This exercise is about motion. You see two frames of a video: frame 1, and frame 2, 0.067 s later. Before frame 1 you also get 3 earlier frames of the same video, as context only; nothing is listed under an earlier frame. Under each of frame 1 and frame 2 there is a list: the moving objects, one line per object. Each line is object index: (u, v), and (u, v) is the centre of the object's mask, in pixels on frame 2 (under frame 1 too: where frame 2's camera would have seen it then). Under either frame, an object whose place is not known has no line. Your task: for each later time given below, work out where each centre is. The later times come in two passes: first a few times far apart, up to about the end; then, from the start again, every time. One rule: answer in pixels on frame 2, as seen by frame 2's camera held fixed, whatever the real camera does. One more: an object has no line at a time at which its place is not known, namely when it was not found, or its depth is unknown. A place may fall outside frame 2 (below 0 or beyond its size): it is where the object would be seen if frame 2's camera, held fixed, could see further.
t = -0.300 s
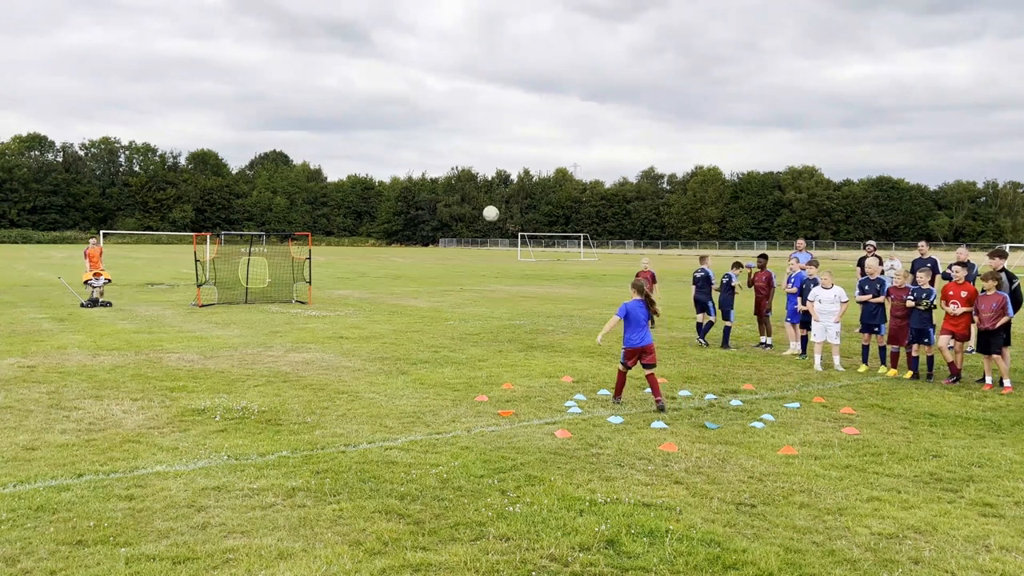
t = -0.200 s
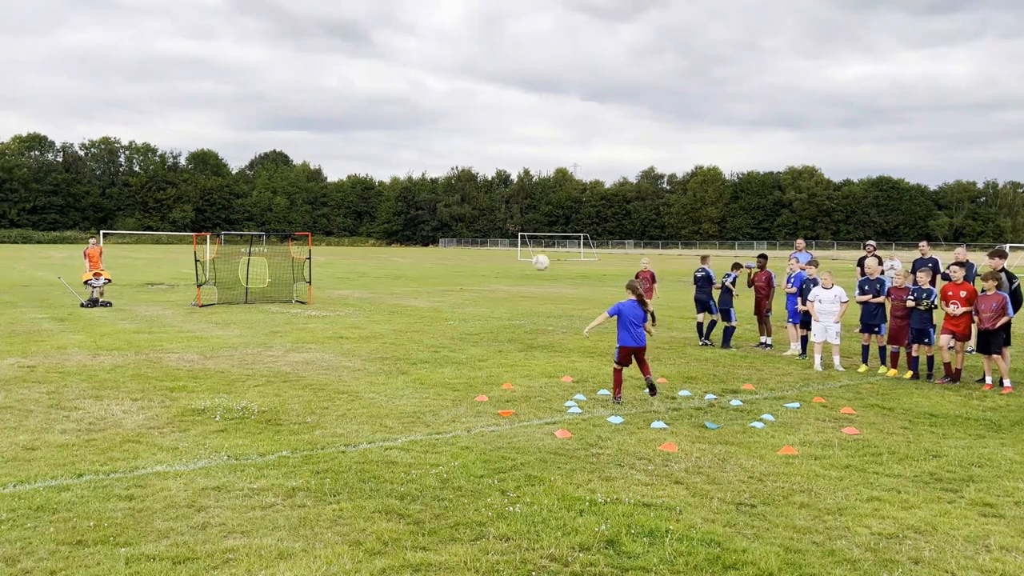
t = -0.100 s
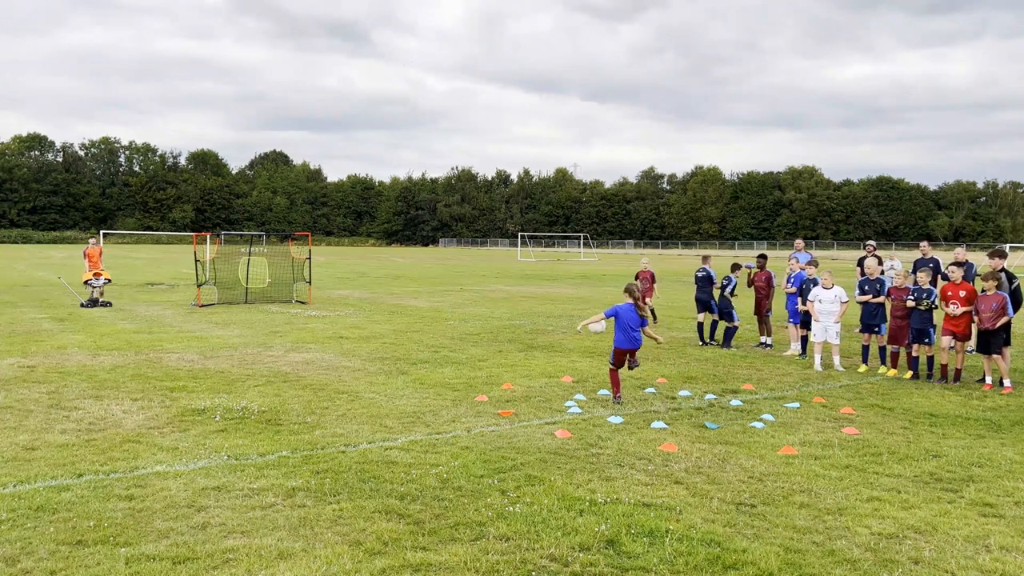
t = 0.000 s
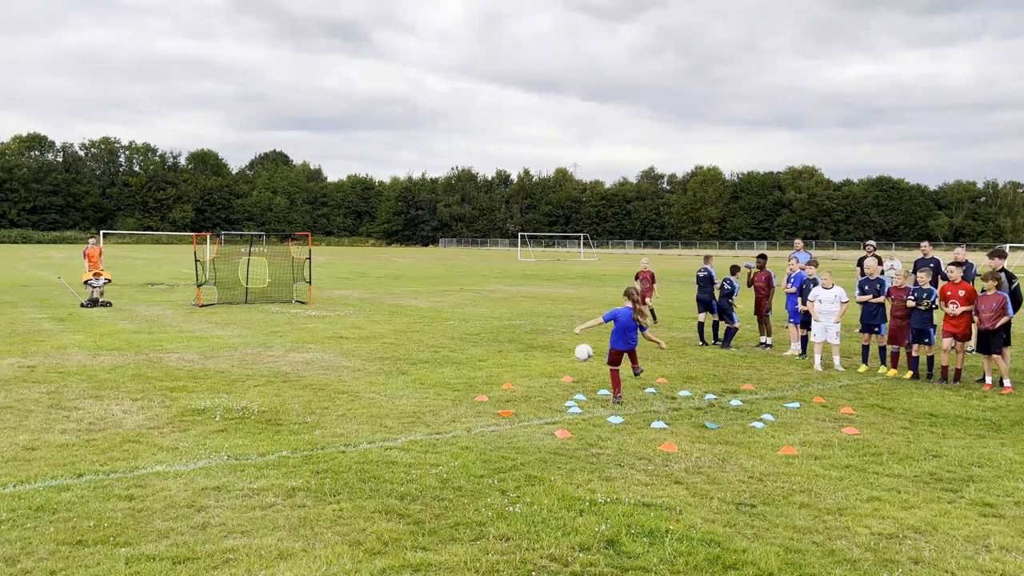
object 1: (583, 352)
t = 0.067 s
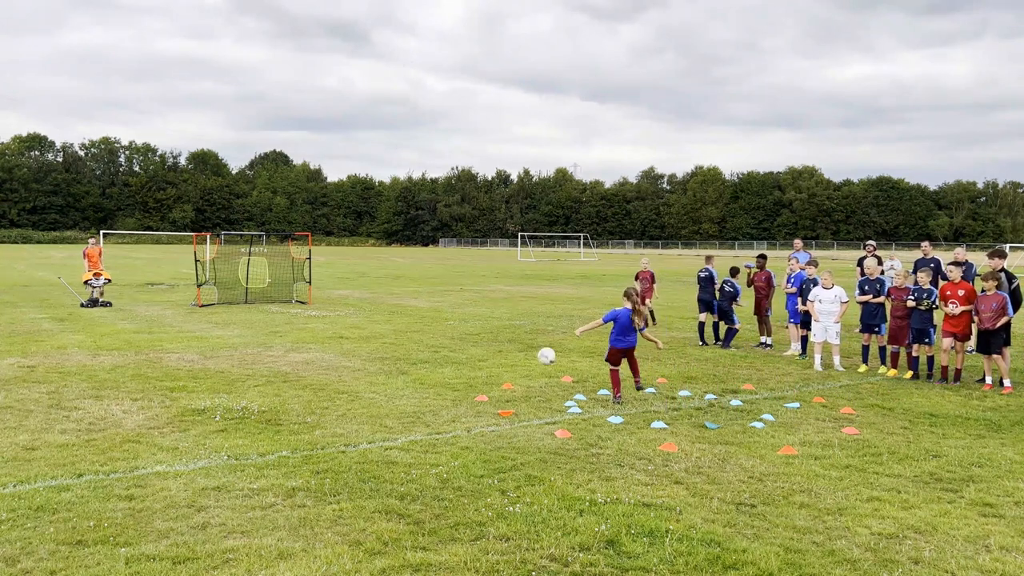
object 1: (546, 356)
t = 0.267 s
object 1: (445, 377)
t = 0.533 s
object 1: (355, 365)
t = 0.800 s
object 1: (273, 362)
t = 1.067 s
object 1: (200, 364)
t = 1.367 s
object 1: (126, 359)
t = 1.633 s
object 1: (69, 355)
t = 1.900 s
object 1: (19, 353)
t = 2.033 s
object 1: (3, 352)
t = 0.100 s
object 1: (527, 359)
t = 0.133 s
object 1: (509, 363)
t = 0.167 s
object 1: (491, 368)
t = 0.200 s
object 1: (474, 374)
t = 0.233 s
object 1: (457, 380)
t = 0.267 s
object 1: (445, 377)
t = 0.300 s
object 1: (433, 371)
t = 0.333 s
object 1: (421, 368)
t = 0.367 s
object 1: (410, 365)
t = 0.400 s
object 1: (399, 363)
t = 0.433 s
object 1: (388, 362)
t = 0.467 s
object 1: (377, 362)
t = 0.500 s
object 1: (365, 363)
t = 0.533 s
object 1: (355, 365)
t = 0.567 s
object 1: (344, 368)
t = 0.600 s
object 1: (333, 371)
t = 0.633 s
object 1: (323, 372)
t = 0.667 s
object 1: (312, 369)
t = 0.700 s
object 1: (302, 365)
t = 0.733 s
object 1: (292, 364)
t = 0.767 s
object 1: (283, 363)
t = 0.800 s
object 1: (273, 362)
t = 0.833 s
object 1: (261, 360)
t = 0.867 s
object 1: (253, 363)
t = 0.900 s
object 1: (245, 367)
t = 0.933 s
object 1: (236, 365)
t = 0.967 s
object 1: (227, 363)
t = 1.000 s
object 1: (217, 362)
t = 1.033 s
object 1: (208, 363)
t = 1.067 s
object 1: (200, 364)
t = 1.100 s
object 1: (191, 362)
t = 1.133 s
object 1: (182, 362)
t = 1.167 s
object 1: (173, 361)
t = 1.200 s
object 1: (165, 361)
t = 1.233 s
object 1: (157, 361)
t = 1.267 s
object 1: (149, 361)
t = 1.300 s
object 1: (142, 360)
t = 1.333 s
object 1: (134, 359)
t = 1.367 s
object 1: (126, 359)
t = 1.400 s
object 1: (118, 360)
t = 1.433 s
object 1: (111, 358)
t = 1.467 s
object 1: (104, 357)
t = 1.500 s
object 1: (97, 356)
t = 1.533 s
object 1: (89, 356)
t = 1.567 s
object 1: (82, 357)
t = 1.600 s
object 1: (75, 356)
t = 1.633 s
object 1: (69, 355)
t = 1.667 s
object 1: (62, 354)
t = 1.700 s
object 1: (56, 354)
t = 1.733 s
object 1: (49, 355)
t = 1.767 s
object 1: (43, 354)
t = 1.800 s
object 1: (37, 353)
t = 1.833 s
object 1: (31, 353)
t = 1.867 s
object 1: (26, 353)
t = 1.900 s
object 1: (19, 353)
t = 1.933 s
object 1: (13, 352)
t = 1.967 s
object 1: (8, 352)
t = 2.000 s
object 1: (5, 351)
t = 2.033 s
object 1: (3, 352)
